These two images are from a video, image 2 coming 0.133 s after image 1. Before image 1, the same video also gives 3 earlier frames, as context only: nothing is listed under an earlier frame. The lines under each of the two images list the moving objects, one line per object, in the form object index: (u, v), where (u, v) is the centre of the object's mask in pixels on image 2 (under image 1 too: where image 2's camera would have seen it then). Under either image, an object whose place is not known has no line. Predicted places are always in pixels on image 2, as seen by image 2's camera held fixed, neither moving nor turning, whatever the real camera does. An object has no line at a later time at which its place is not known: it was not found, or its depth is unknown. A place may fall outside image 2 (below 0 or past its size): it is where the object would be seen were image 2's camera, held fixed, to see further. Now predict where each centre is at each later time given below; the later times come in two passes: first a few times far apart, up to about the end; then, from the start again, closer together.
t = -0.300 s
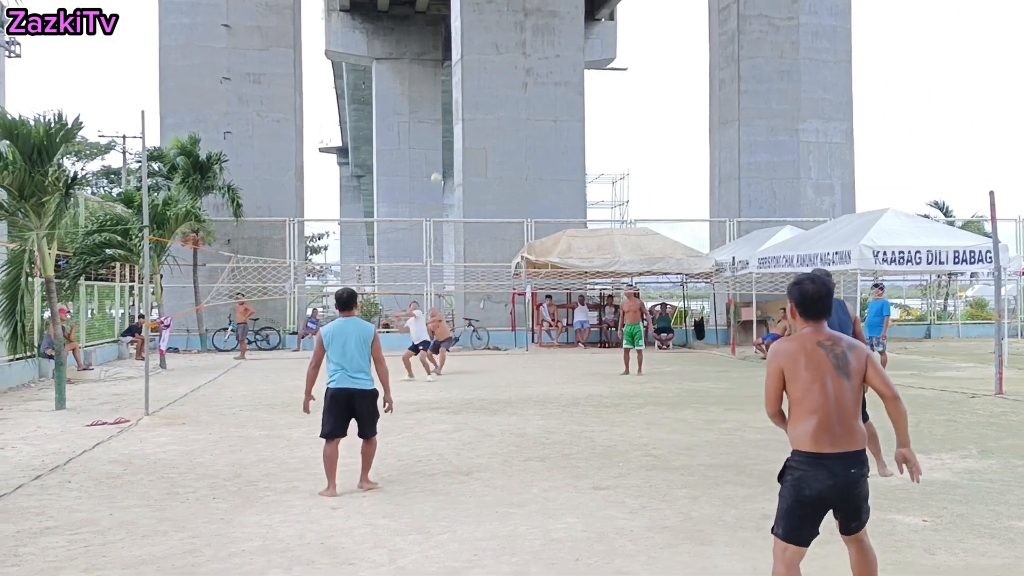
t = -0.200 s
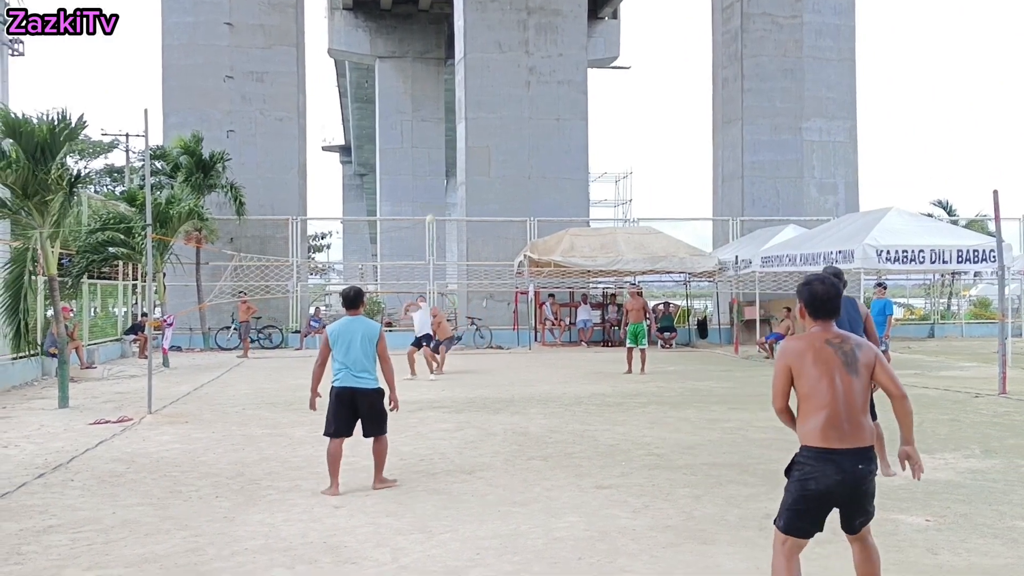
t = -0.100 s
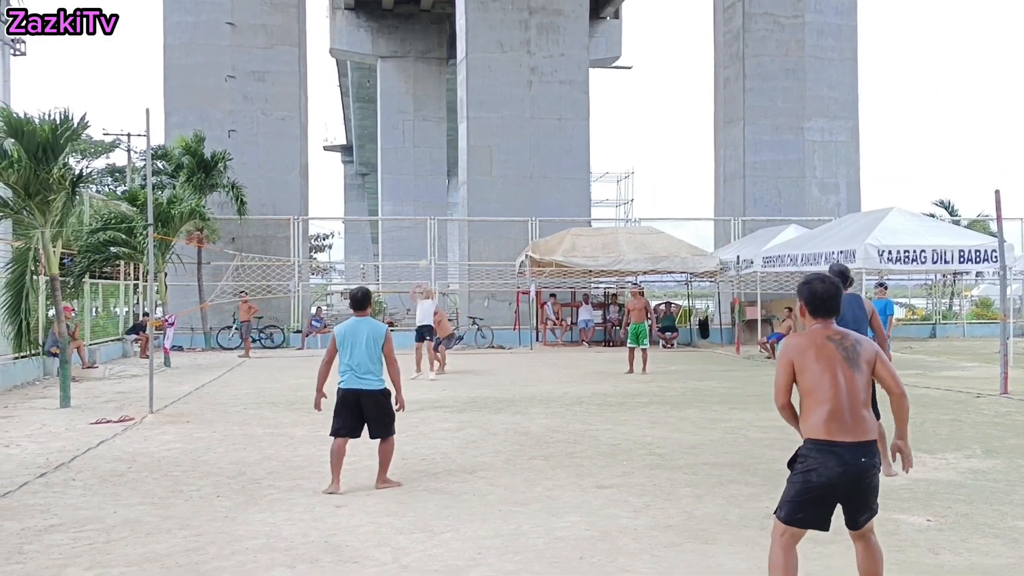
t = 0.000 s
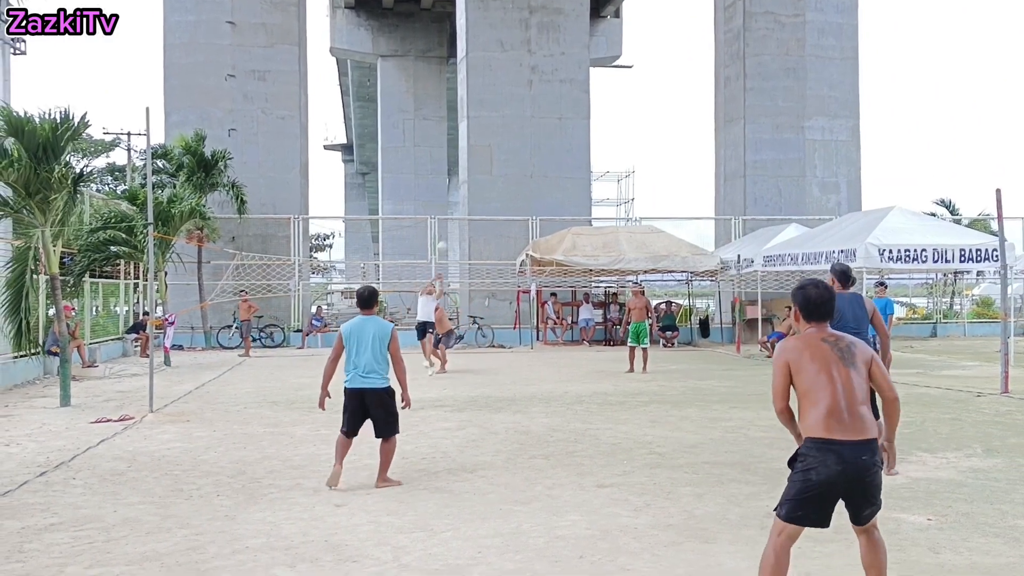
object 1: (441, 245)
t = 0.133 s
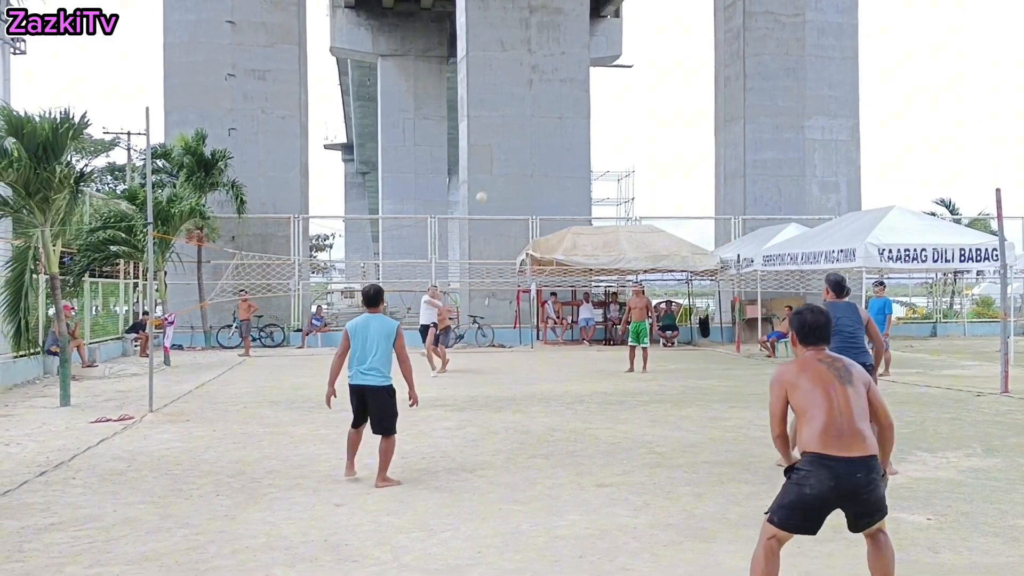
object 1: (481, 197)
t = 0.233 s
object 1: (513, 163)
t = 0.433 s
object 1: (585, 104)
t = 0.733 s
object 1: (720, 56)
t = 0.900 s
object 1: (815, 60)
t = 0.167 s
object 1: (491, 185)
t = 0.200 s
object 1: (502, 174)
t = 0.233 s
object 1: (513, 163)
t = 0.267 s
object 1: (524, 152)
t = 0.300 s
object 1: (536, 142)
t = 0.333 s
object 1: (548, 133)
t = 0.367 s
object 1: (560, 123)
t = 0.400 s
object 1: (572, 114)
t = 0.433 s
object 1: (585, 104)
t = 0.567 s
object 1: (641, 77)
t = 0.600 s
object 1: (655, 71)
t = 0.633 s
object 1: (671, 66)
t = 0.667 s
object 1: (687, 62)
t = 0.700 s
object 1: (703, 59)
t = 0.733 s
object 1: (720, 56)
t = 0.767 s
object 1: (737, 55)
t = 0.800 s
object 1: (755, 55)
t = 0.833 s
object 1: (775, 55)
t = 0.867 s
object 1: (794, 57)
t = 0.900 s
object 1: (815, 60)
